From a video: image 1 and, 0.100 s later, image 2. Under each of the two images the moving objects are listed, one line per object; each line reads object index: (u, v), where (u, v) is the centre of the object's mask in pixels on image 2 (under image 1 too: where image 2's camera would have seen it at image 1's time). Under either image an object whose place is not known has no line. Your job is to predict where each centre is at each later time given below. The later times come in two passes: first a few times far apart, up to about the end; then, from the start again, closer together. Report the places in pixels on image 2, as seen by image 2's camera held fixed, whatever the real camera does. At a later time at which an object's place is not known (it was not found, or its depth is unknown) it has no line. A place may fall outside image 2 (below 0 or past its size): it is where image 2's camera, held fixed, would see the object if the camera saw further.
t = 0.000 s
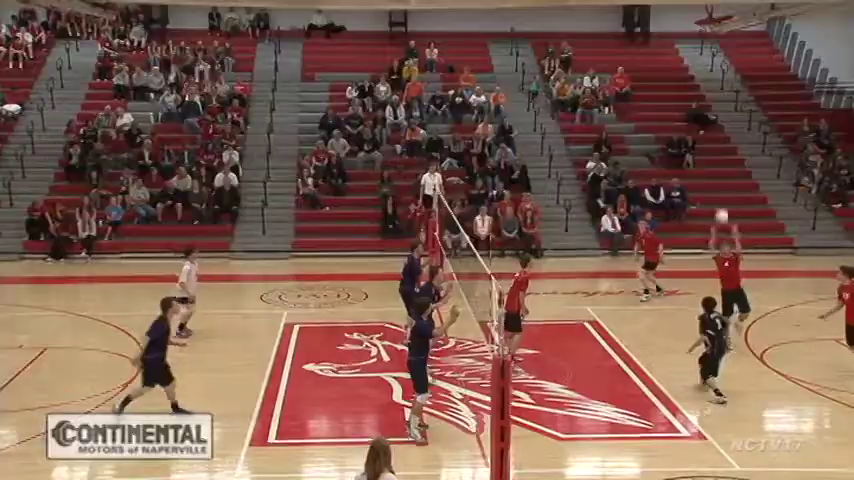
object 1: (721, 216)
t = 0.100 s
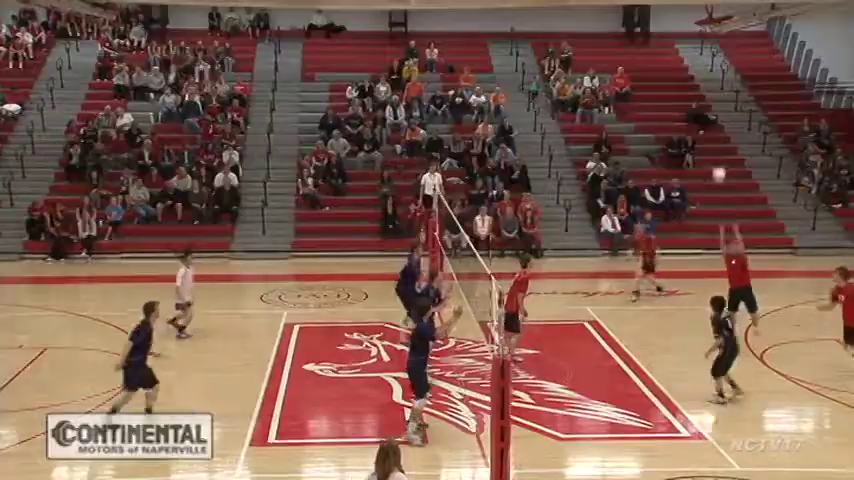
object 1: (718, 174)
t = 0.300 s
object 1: (712, 103)
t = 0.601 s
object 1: (698, 35)
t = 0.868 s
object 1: (681, 24)
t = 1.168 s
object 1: (658, 78)
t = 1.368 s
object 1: (640, 155)
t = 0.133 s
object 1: (718, 161)
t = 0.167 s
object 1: (716, 148)
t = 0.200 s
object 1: (715, 136)
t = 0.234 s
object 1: (714, 124)
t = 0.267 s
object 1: (712, 113)
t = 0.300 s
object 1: (712, 103)
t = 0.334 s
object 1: (710, 92)
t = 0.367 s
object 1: (709, 83)
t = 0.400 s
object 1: (708, 74)
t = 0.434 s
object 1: (706, 65)
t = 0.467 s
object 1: (704, 58)
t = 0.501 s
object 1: (703, 50)
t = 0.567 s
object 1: (700, 40)
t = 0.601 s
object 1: (698, 35)
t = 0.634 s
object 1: (696, 32)
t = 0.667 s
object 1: (694, 28)
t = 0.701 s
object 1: (692, 26)
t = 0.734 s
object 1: (690, 24)
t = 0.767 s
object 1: (688, 22)
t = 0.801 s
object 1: (686, 22)
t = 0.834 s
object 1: (684, 23)
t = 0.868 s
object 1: (681, 24)
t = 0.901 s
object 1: (679, 27)
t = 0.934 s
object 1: (676, 30)
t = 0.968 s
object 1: (674, 35)
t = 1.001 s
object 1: (671, 40)
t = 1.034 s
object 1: (669, 46)
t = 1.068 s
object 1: (666, 53)
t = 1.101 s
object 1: (663, 60)
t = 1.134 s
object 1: (660, 69)
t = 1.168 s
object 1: (658, 78)
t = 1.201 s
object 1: (655, 89)
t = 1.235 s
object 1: (652, 100)
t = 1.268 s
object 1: (649, 112)
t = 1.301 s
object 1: (646, 126)
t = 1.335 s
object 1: (643, 140)
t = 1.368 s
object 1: (640, 155)
